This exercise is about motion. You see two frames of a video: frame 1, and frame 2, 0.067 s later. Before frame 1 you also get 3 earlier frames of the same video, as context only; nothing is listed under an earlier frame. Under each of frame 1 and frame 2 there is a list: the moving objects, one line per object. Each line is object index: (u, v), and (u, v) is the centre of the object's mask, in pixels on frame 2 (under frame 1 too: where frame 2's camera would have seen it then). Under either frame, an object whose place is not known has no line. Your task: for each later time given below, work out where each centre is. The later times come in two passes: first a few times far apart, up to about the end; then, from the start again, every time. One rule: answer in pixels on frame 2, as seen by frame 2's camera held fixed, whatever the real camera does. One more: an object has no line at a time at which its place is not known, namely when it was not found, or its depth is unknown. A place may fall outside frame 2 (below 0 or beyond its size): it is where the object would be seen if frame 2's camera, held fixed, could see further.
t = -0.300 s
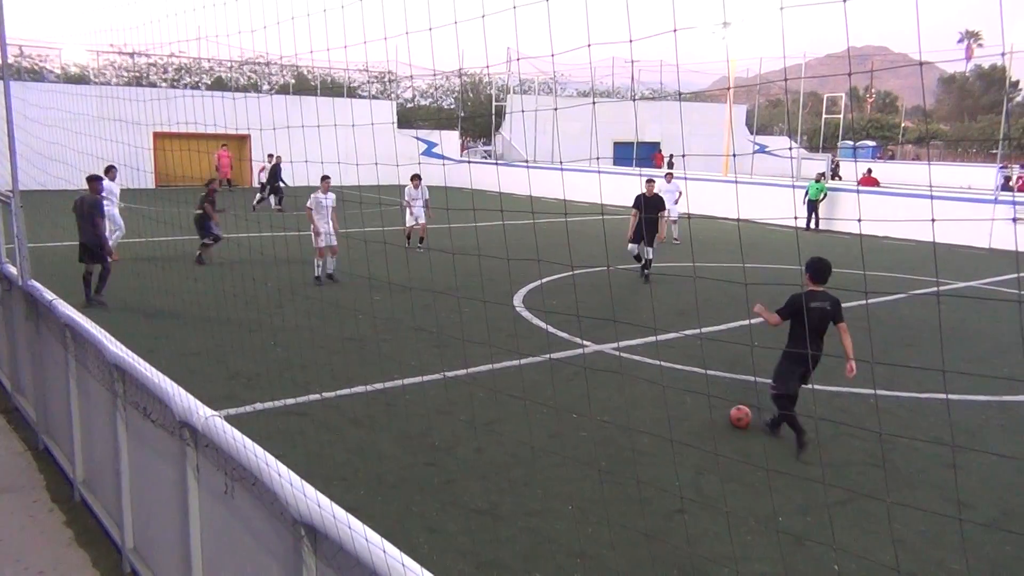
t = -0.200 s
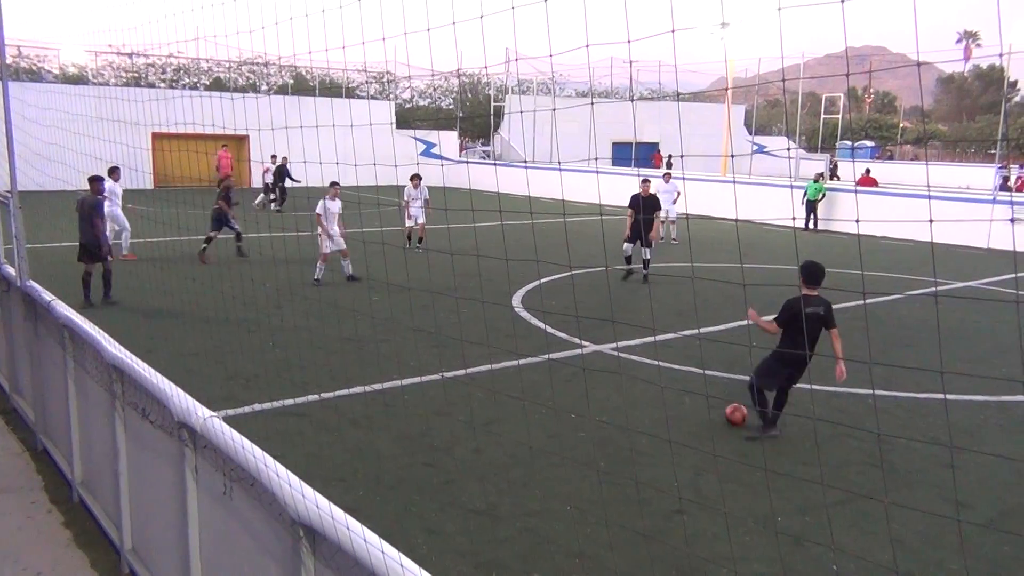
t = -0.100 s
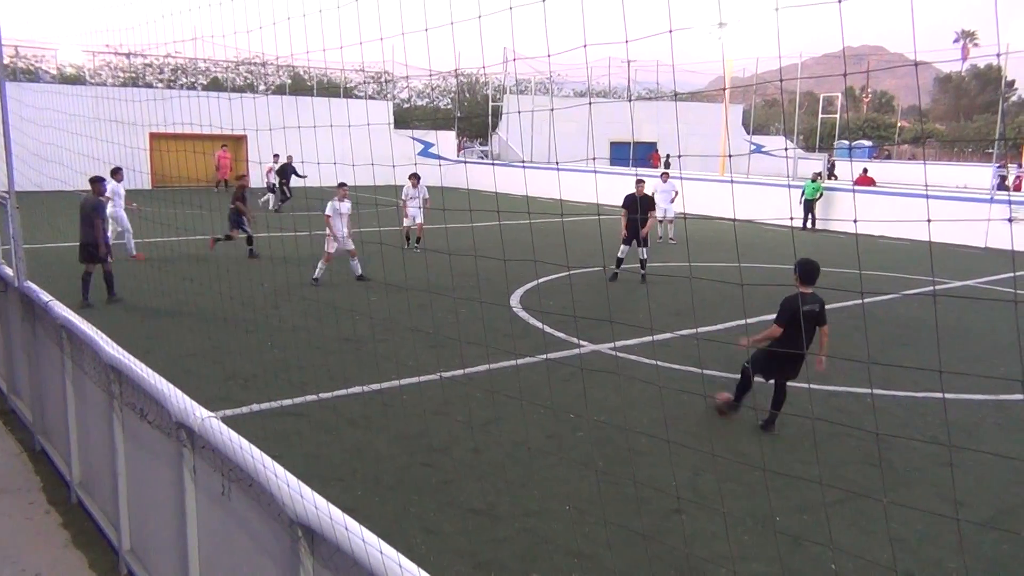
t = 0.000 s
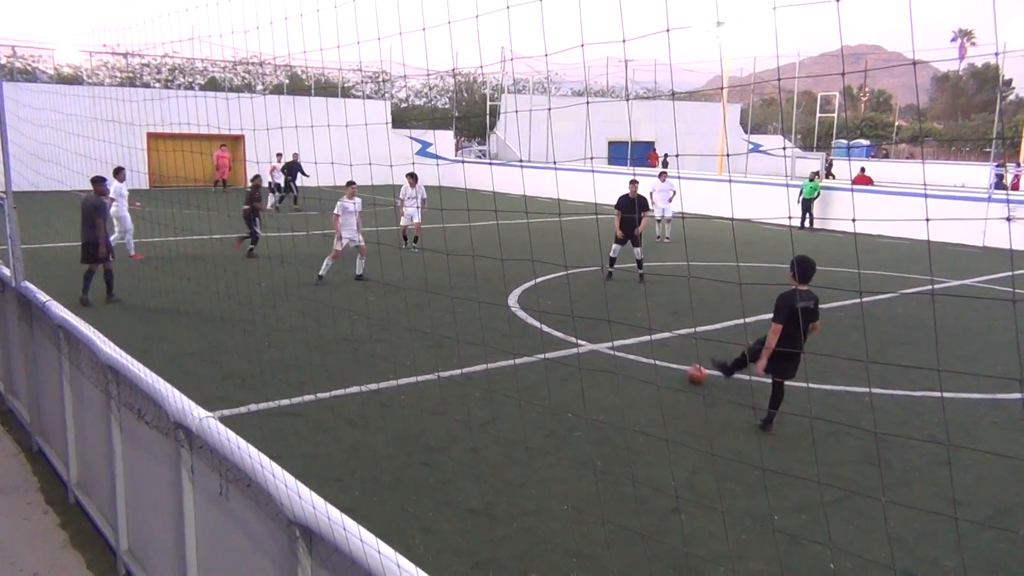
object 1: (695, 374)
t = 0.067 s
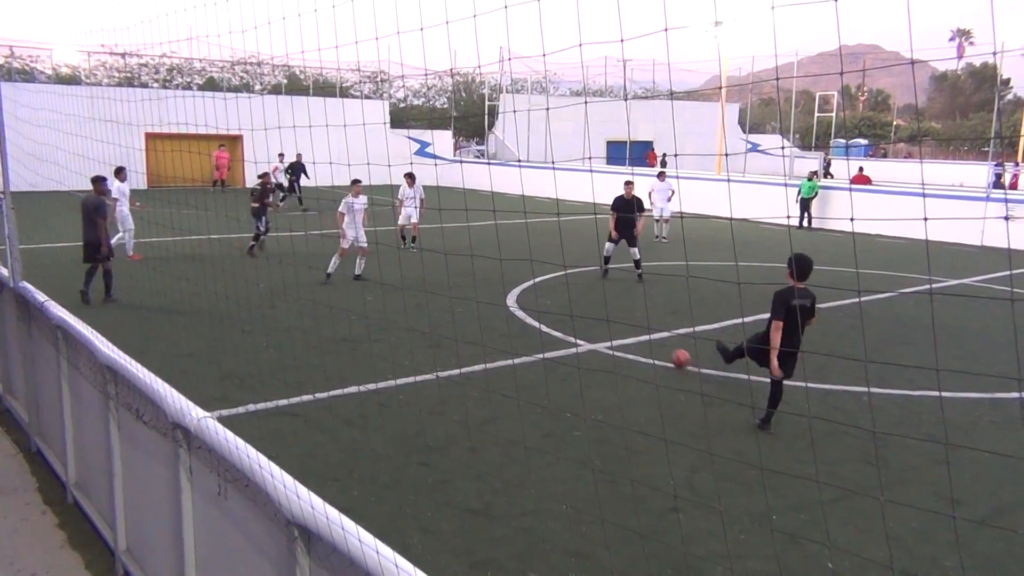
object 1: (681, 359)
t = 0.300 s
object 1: (646, 317)
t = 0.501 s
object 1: (628, 299)
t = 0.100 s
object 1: (674, 352)
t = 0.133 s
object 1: (669, 347)
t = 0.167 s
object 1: (664, 341)
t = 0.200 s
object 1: (658, 335)
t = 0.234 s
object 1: (654, 330)
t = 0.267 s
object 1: (650, 323)
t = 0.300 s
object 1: (646, 317)
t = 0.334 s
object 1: (643, 311)
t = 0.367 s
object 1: (639, 307)
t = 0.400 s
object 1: (636, 303)
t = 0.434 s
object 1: (633, 301)
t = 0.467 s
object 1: (630, 300)
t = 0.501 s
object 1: (628, 299)
